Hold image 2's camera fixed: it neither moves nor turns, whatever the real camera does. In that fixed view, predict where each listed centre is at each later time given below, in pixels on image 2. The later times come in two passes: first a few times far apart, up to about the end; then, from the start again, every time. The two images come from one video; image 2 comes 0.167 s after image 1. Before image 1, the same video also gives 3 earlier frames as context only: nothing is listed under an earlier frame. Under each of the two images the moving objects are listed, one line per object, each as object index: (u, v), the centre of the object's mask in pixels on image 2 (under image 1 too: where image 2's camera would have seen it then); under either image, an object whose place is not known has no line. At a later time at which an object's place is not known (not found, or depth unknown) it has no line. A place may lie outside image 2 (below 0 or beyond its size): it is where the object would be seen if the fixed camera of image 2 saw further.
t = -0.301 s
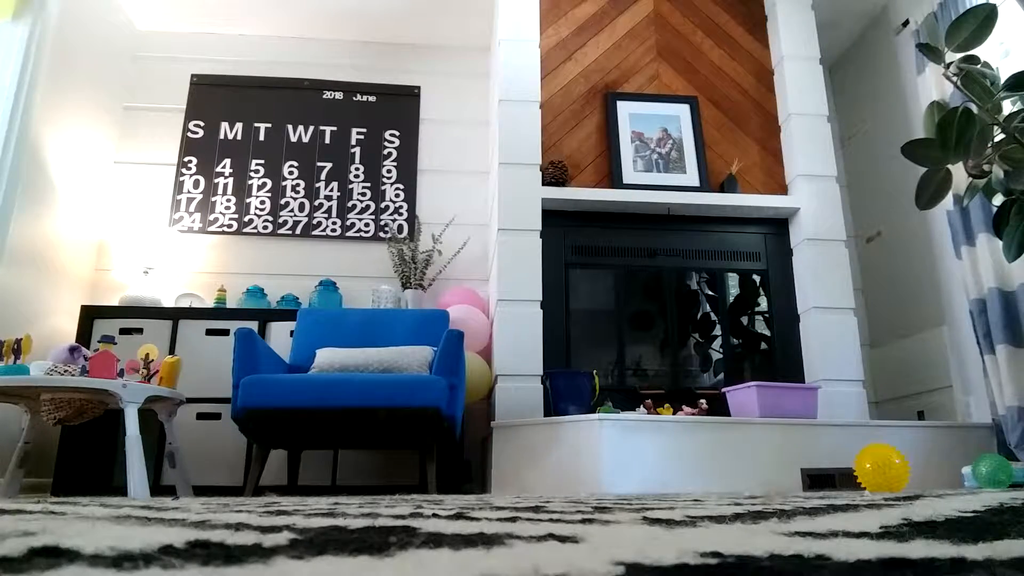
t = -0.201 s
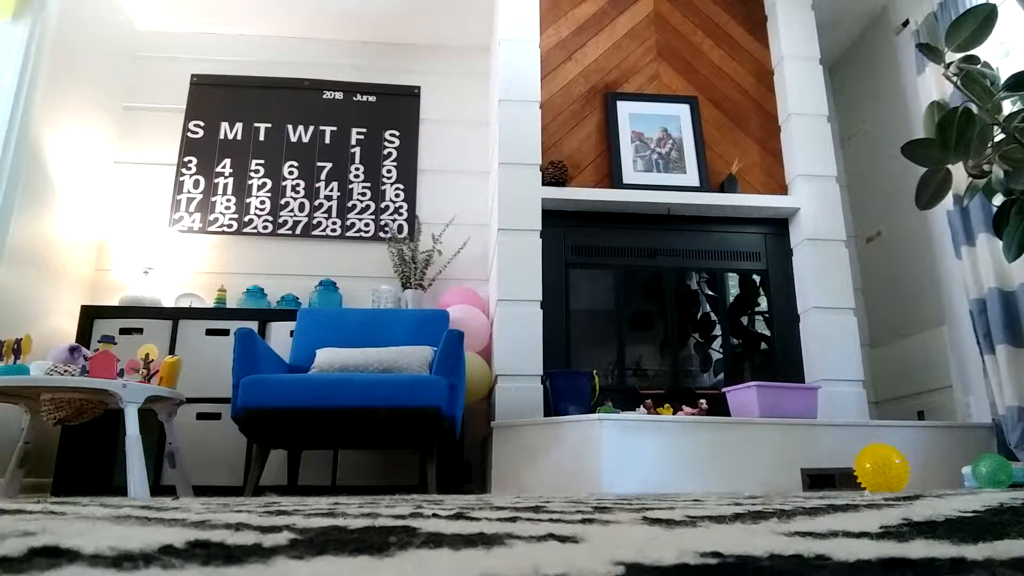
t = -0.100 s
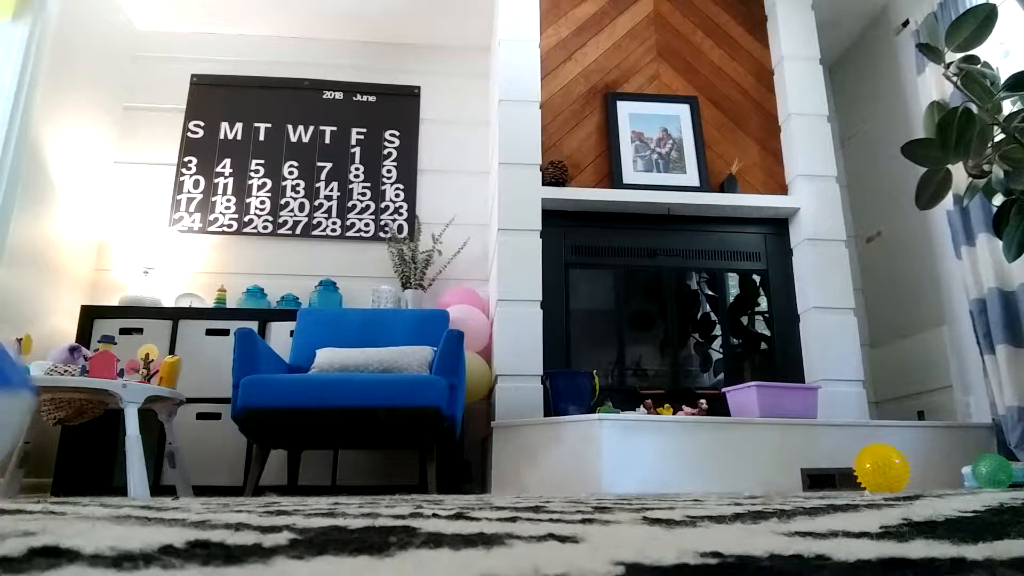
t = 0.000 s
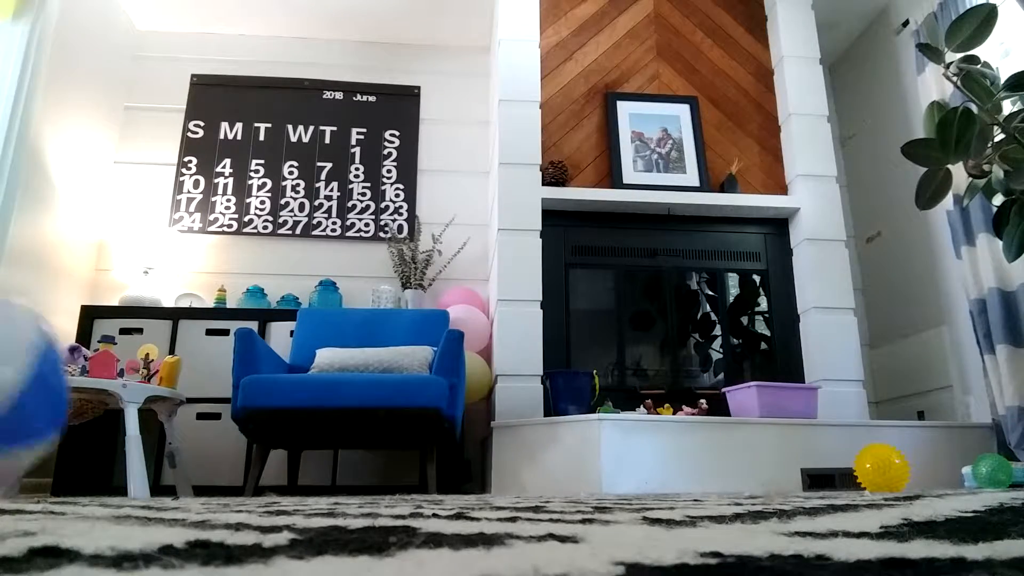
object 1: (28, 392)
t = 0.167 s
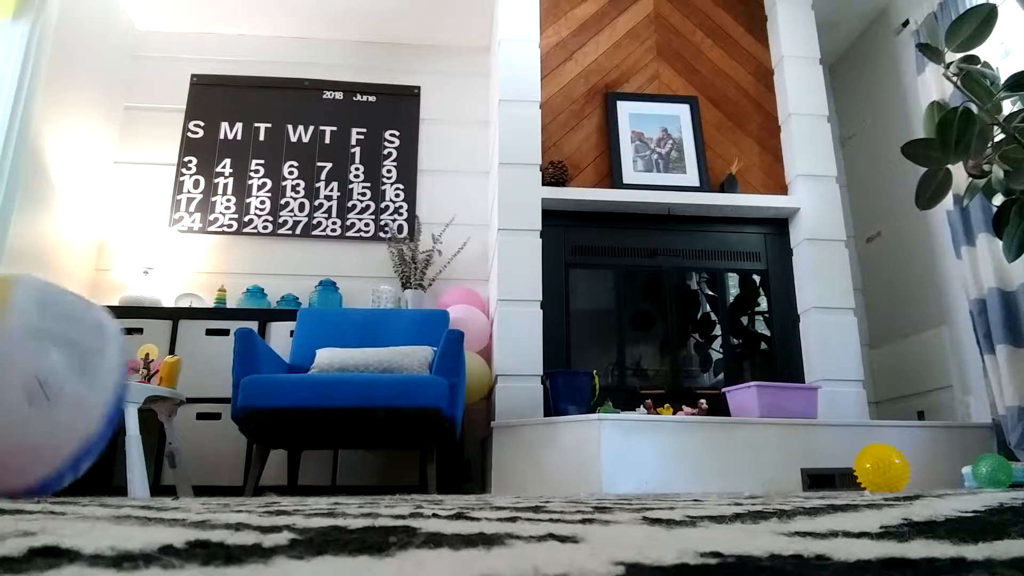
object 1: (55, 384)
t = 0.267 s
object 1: (70, 383)
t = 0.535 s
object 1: (113, 373)
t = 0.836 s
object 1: (184, 359)
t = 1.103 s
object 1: (284, 365)
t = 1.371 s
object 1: (367, 354)
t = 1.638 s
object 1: (398, 345)
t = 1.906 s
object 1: (422, 340)
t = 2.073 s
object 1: (442, 341)
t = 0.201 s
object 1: (60, 385)
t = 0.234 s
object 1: (65, 384)
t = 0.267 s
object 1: (70, 383)
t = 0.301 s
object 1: (75, 382)
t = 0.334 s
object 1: (81, 381)
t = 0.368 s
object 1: (86, 379)
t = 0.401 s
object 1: (91, 377)
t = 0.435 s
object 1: (96, 377)
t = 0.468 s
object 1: (102, 376)
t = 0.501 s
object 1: (107, 374)
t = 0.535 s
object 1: (113, 373)
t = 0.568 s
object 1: (117, 372)
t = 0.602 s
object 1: (122, 371)
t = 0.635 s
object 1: (128, 368)
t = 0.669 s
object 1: (135, 366)
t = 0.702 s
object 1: (143, 364)
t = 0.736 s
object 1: (152, 363)
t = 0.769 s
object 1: (162, 361)
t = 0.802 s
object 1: (173, 360)
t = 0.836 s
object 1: (184, 359)
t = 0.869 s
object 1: (196, 358)
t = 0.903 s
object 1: (208, 358)
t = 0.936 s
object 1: (220, 358)
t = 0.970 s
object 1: (232, 359)
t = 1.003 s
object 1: (244, 361)
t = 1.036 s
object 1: (257, 363)
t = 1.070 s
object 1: (271, 364)
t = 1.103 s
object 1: (284, 365)
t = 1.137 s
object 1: (297, 366)
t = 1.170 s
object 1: (310, 366)
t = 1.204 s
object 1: (322, 363)
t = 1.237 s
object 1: (334, 360)
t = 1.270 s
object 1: (344, 359)
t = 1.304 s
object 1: (353, 357)
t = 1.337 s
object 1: (361, 356)
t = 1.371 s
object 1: (367, 354)
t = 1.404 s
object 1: (373, 353)
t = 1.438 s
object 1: (379, 352)
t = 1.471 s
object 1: (383, 351)
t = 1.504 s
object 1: (387, 350)
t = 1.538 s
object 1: (390, 349)
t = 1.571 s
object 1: (393, 348)
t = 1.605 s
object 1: (395, 346)
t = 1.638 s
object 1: (398, 345)
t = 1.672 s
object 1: (400, 344)
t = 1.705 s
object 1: (403, 343)
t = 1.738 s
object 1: (405, 342)
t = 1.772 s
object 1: (408, 341)
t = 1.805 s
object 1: (411, 341)
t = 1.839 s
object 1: (415, 340)
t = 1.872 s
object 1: (418, 340)
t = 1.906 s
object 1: (422, 340)
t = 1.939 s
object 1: (426, 340)
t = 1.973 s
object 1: (430, 340)
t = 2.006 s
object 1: (434, 341)
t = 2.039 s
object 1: (438, 341)
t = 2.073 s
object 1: (442, 341)
